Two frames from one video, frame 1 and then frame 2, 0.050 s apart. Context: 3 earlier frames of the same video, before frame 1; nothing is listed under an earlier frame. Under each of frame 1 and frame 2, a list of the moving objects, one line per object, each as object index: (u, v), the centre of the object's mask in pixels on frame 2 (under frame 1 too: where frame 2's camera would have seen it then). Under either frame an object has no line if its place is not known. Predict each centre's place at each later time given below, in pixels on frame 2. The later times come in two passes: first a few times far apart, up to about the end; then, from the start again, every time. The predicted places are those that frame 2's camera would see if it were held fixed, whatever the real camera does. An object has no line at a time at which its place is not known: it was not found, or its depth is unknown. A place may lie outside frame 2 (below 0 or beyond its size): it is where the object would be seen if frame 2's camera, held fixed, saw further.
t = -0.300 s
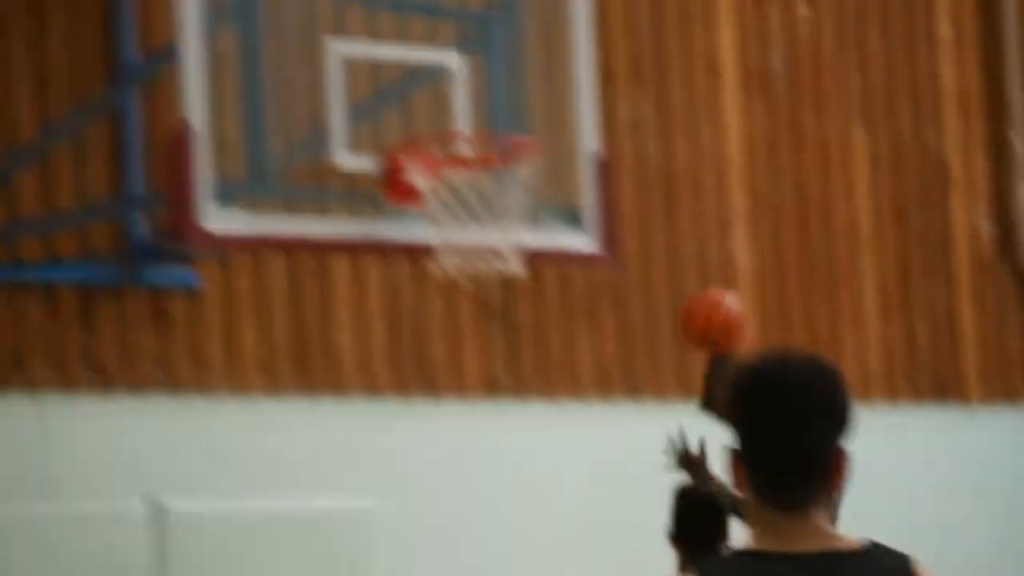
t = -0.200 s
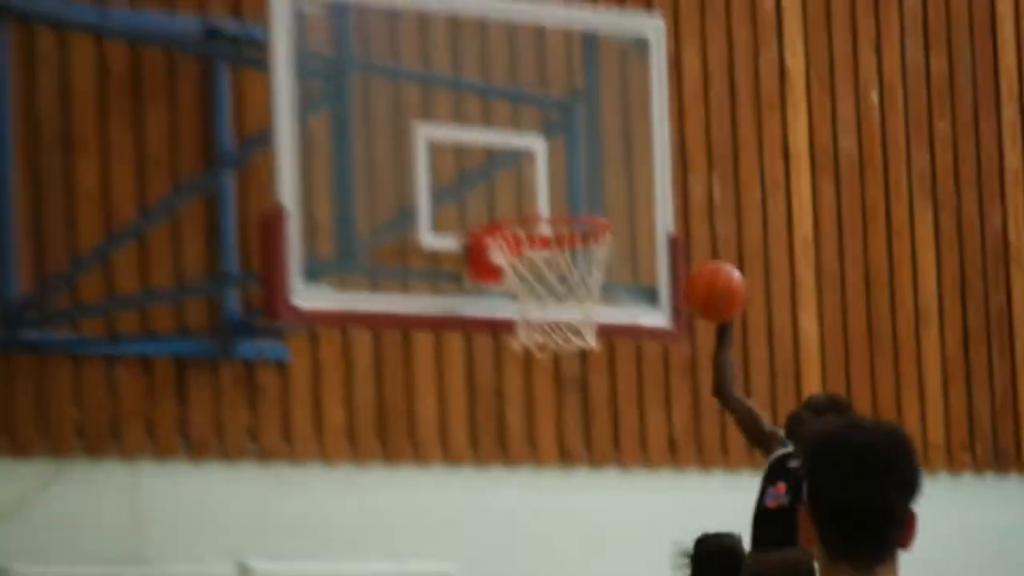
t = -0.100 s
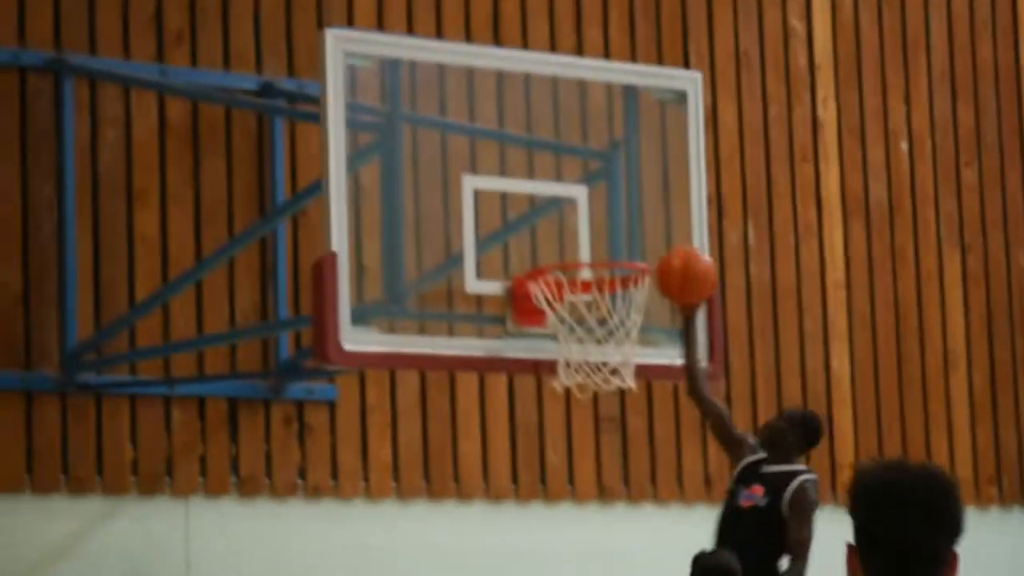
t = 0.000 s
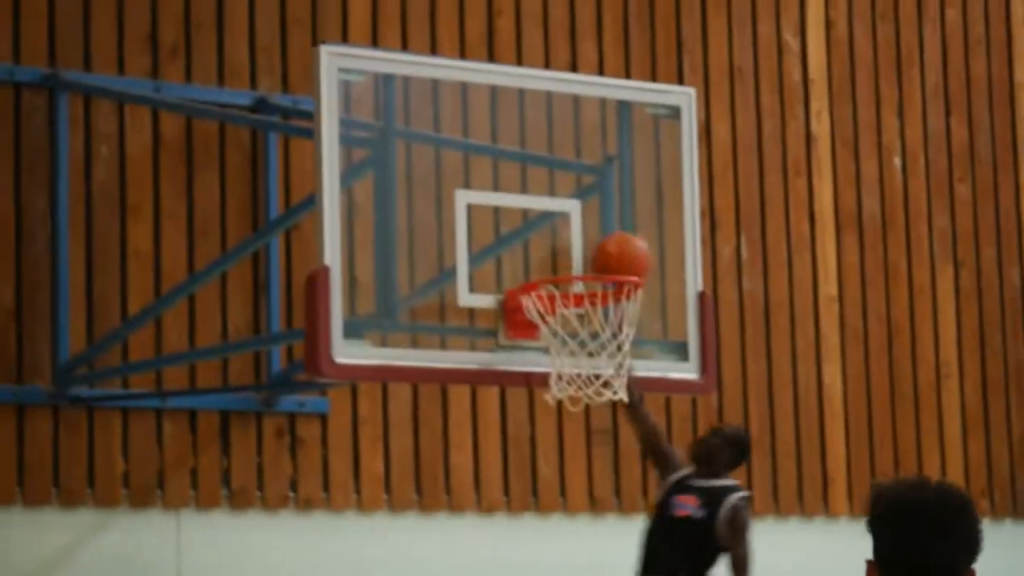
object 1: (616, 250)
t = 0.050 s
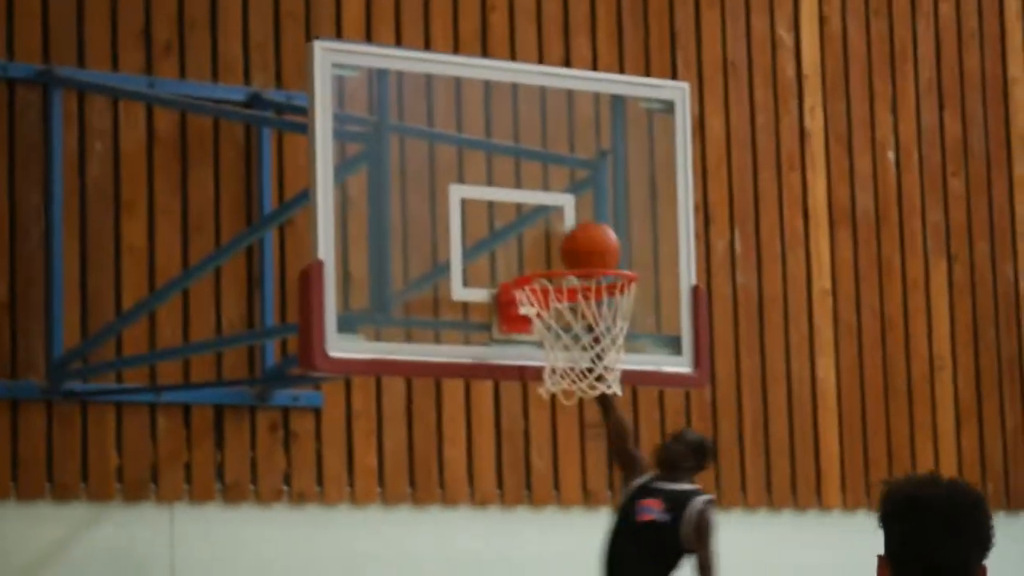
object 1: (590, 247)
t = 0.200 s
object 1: (597, 245)
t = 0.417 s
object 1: (600, 330)
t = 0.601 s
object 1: (587, 419)
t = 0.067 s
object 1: (591, 245)
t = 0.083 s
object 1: (591, 243)
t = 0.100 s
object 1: (592, 242)
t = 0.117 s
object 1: (593, 241)
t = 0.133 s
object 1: (594, 241)
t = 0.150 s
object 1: (594, 242)
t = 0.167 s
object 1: (596, 242)
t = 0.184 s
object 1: (596, 243)
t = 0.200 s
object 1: (597, 245)
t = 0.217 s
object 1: (598, 246)
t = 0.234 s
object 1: (599, 249)
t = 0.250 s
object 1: (600, 250)
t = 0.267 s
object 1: (602, 253)
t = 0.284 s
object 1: (601, 262)
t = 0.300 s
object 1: (602, 274)
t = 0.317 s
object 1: (602, 280)
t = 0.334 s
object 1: (602, 287)
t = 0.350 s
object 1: (601, 295)
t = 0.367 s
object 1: (601, 305)
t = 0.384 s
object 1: (602, 312)
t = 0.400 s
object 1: (600, 321)
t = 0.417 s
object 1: (600, 330)
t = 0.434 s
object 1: (599, 339)
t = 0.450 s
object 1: (598, 346)
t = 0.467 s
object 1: (596, 352)
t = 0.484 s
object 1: (594, 357)
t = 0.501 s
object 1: (594, 364)
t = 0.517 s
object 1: (592, 372)
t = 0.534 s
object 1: (592, 384)
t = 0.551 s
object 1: (590, 390)
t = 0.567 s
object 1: (589, 398)
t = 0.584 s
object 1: (589, 408)
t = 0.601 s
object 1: (587, 419)
